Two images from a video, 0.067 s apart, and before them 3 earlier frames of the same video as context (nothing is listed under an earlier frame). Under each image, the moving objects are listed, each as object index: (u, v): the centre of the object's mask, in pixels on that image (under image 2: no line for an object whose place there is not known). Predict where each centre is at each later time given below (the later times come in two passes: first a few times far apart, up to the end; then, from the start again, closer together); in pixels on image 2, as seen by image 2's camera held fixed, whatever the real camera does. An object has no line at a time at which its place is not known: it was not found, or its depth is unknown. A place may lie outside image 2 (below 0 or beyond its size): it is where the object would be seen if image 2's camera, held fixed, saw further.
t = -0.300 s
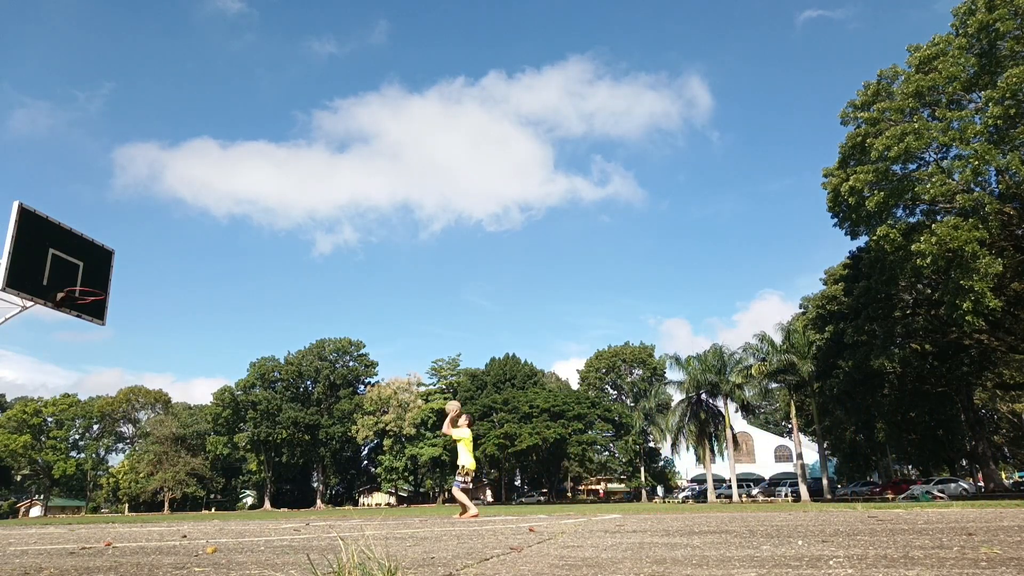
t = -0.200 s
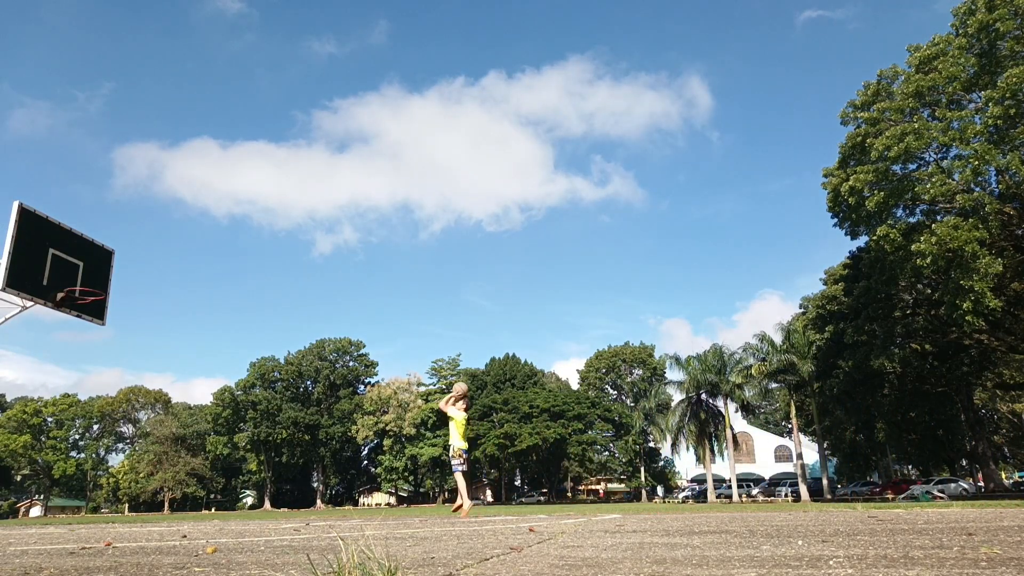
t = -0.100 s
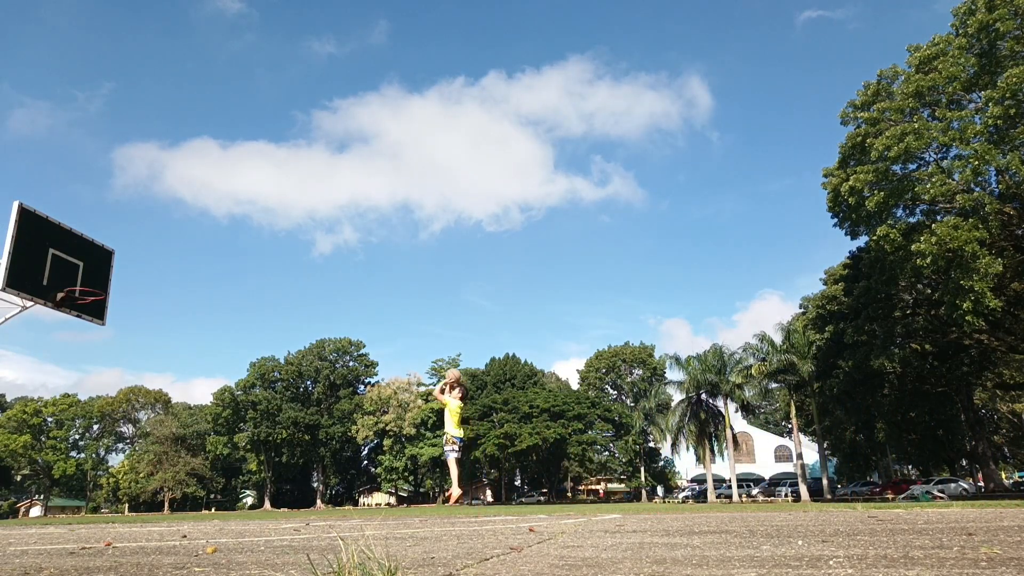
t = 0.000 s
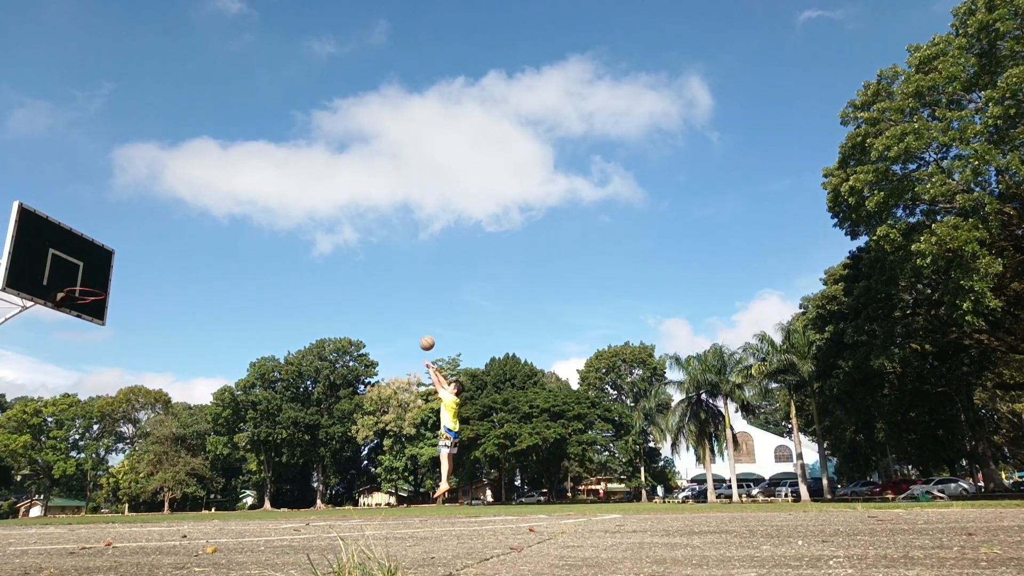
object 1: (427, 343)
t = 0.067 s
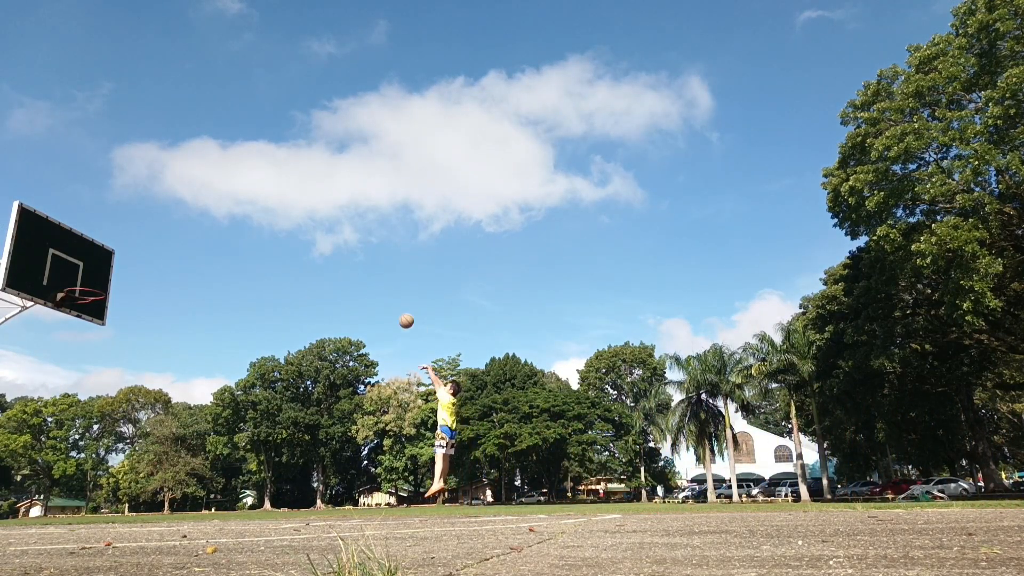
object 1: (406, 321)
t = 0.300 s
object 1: (334, 264)
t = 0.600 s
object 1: (235, 238)
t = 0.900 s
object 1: (126, 266)
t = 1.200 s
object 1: (98, 323)
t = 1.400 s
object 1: (116, 389)
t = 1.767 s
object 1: (171, 442)
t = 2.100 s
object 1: (249, 347)
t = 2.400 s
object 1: (314, 344)
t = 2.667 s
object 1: (371, 418)
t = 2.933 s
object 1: (435, 456)
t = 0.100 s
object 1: (396, 310)
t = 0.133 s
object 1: (385, 301)
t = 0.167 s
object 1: (375, 292)
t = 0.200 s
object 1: (365, 284)
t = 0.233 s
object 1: (354, 277)
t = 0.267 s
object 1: (344, 270)
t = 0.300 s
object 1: (334, 264)
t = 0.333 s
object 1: (323, 259)
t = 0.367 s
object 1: (312, 254)
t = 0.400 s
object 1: (302, 250)
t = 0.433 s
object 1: (291, 246)
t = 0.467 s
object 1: (280, 243)
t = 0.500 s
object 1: (269, 241)
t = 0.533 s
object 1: (258, 239)
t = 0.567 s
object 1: (247, 238)
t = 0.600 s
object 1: (235, 238)
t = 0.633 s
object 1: (224, 238)
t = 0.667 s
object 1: (212, 239)
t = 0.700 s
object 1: (201, 241)
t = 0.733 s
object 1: (189, 243)
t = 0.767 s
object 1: (176, 246)
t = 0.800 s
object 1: (164, 250)
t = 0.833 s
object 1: (151, 255)
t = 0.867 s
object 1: (139, 260)
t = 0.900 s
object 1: (126, 266)
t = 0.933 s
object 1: (112, 273)
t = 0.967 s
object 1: (98, 281)
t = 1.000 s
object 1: (84, 289)
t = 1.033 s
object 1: (78, 295)
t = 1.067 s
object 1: (82, 299)
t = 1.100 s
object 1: (86, 304)
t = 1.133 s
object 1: (90, 308)
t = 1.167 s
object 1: (94, 315)
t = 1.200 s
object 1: (98, 323)
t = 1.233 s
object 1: (101, 331)
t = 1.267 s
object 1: (104, 341)
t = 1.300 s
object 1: (107, 351)
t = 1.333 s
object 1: (111, 363)
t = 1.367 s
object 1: (113, 375)
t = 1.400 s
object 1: (116, 389)
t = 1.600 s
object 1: (131, 503)
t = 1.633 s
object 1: (136, 510)
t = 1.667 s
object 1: (144, 492)
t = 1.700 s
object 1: (153, 474)
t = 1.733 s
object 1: (162, 458)
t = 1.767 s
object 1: (171, 442)
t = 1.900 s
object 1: (203, 393)
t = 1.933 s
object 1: (211, 382)
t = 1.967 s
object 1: (219, 373)
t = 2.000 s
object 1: (226, 365)
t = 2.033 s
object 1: (234, 358)
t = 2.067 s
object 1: (241, 353)
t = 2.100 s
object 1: (249, 347)
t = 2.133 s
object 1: (256, 343)
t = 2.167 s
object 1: (263, 339)
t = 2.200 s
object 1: (270, 337)
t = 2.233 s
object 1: (278, 335)
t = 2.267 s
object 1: (285, 335)
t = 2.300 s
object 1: (292, 336)
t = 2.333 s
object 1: (300, 338)
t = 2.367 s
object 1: (306, 341)
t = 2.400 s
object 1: (314, 344)
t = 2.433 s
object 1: (320, 349)
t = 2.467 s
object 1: (327, 355)
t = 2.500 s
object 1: (335, 362)
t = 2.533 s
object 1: (342, 371)
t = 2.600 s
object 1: (357, 392)
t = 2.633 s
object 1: (364, 405)
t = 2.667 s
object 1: (371, 418)
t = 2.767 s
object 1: (395, 470)
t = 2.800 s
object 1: (402, 492)
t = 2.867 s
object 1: (418, 490)
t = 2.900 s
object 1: (427, 472)
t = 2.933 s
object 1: (435, 456)
